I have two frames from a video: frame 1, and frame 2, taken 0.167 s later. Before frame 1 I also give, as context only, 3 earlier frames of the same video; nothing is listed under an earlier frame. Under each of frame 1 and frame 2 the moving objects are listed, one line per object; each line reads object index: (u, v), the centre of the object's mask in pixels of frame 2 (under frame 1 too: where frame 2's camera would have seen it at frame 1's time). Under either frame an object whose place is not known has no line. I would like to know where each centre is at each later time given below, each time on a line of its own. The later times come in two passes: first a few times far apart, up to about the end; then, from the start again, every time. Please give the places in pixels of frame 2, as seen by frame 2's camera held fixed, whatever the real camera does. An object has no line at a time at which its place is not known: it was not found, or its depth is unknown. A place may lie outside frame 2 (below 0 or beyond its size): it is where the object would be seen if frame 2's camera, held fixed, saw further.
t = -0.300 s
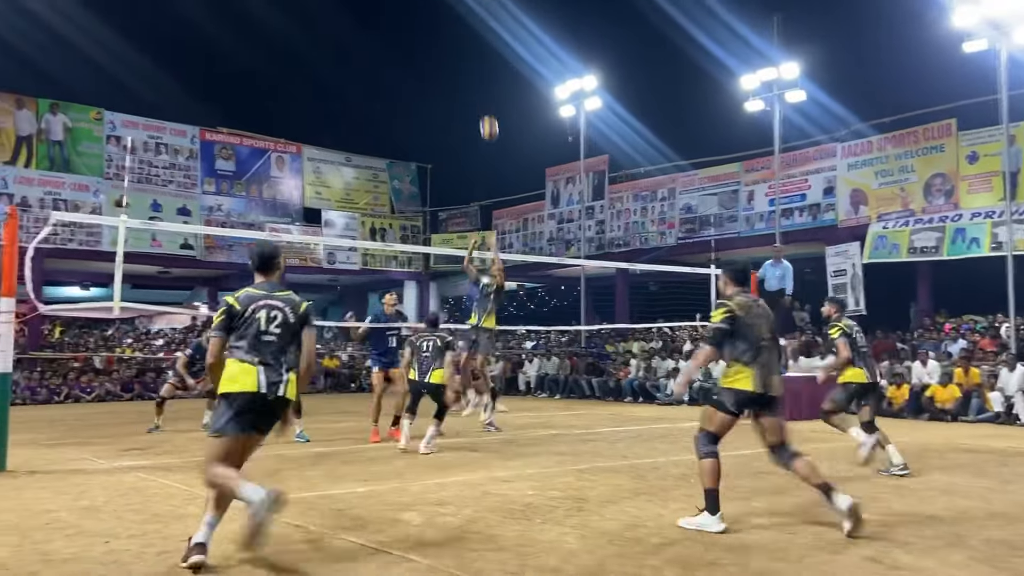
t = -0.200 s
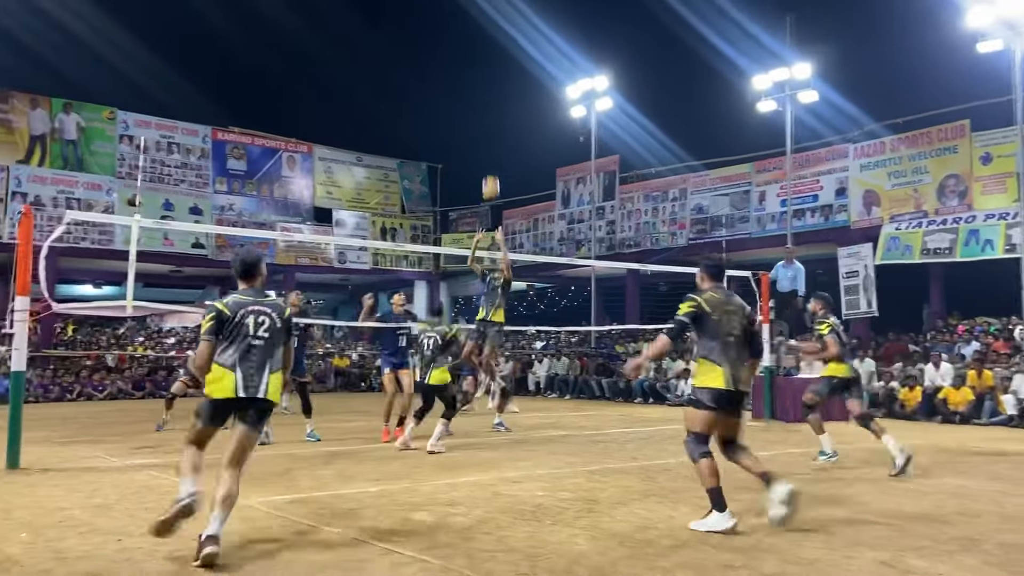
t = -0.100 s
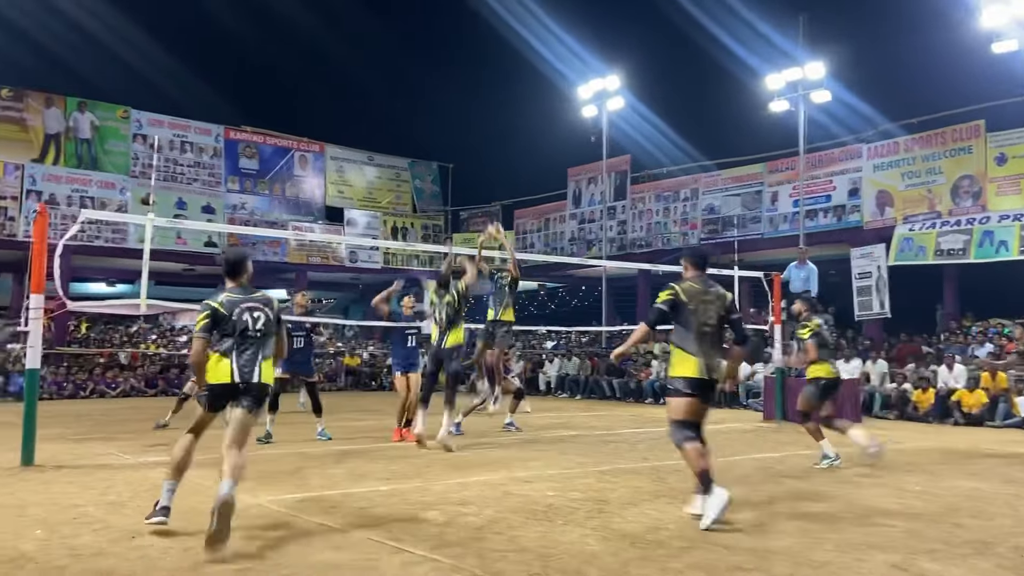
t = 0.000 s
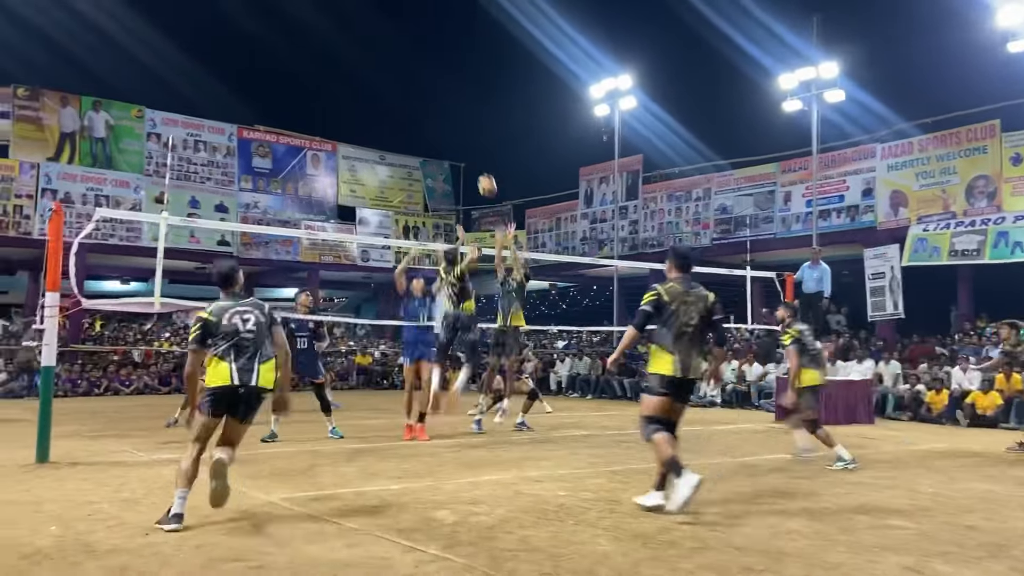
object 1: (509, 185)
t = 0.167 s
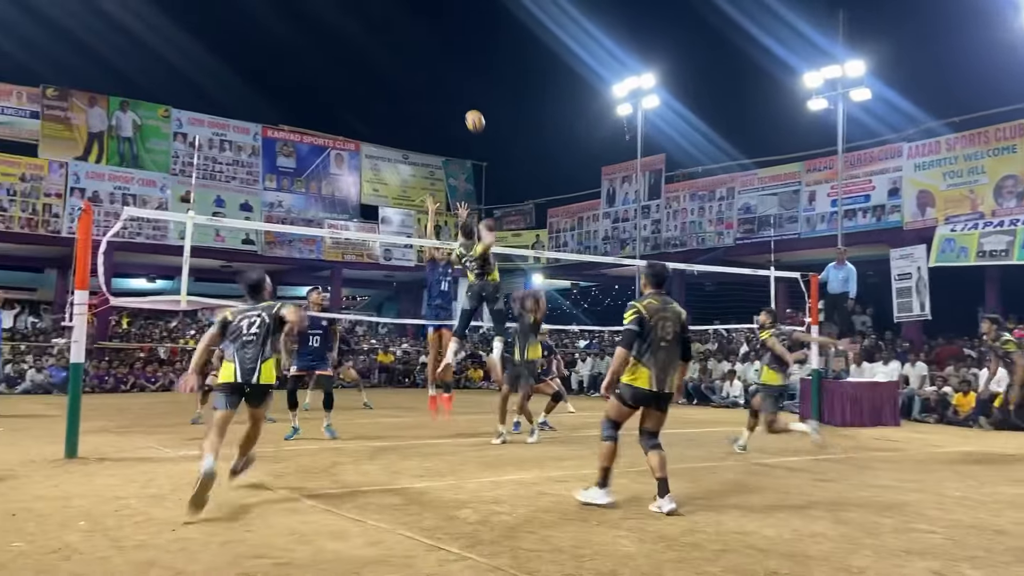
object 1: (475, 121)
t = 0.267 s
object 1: (454, 92)
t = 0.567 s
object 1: (385, 55)
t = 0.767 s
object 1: (335, 76)
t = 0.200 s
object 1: (468, 110)
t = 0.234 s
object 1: (461, 101)
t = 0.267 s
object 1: (454, 92)
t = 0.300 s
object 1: (446, 84)
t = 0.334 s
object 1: (439, 78)
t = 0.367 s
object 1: (431, 72)
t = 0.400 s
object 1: (424, 67)
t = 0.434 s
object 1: (416, 63)
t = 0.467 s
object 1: (409, 59)
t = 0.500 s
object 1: (401, 57)
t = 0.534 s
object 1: (393, 56)
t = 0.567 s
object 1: (385, 55)
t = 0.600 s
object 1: (378, 56)
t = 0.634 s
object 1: (369, 58)
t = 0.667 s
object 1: (361, 61)
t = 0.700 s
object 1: (352, 65)
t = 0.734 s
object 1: (344, 70)
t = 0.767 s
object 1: (335, 76)
